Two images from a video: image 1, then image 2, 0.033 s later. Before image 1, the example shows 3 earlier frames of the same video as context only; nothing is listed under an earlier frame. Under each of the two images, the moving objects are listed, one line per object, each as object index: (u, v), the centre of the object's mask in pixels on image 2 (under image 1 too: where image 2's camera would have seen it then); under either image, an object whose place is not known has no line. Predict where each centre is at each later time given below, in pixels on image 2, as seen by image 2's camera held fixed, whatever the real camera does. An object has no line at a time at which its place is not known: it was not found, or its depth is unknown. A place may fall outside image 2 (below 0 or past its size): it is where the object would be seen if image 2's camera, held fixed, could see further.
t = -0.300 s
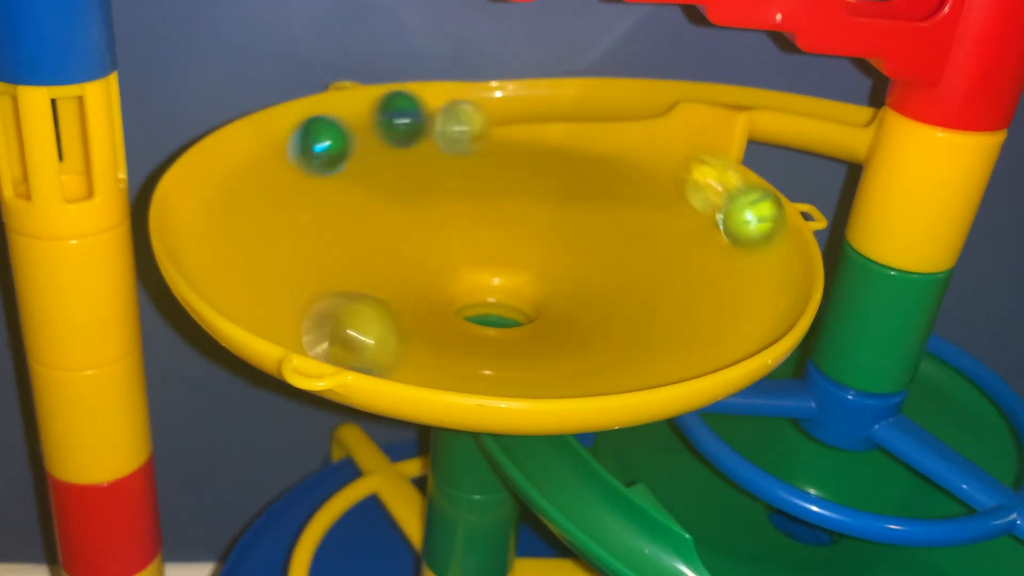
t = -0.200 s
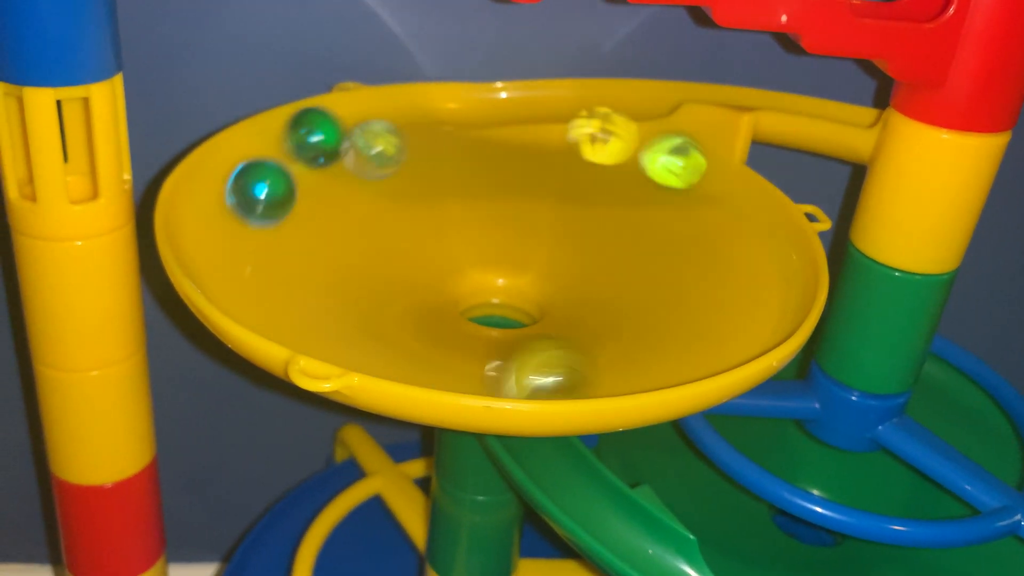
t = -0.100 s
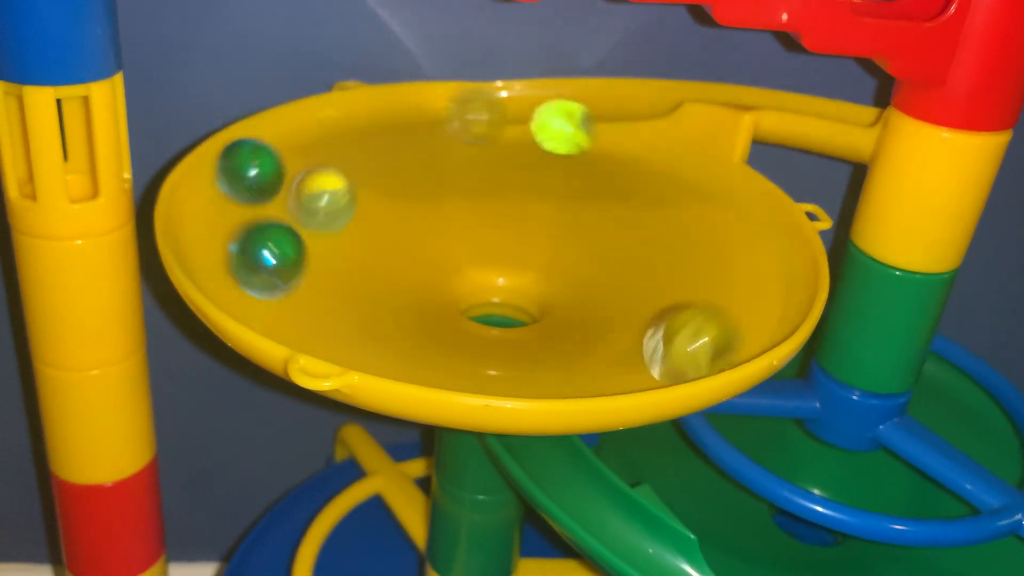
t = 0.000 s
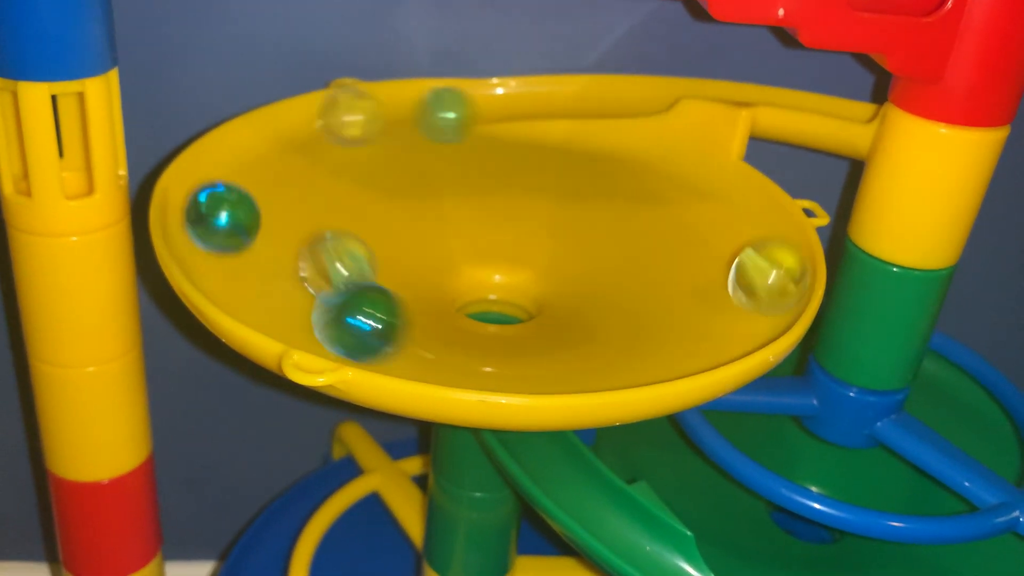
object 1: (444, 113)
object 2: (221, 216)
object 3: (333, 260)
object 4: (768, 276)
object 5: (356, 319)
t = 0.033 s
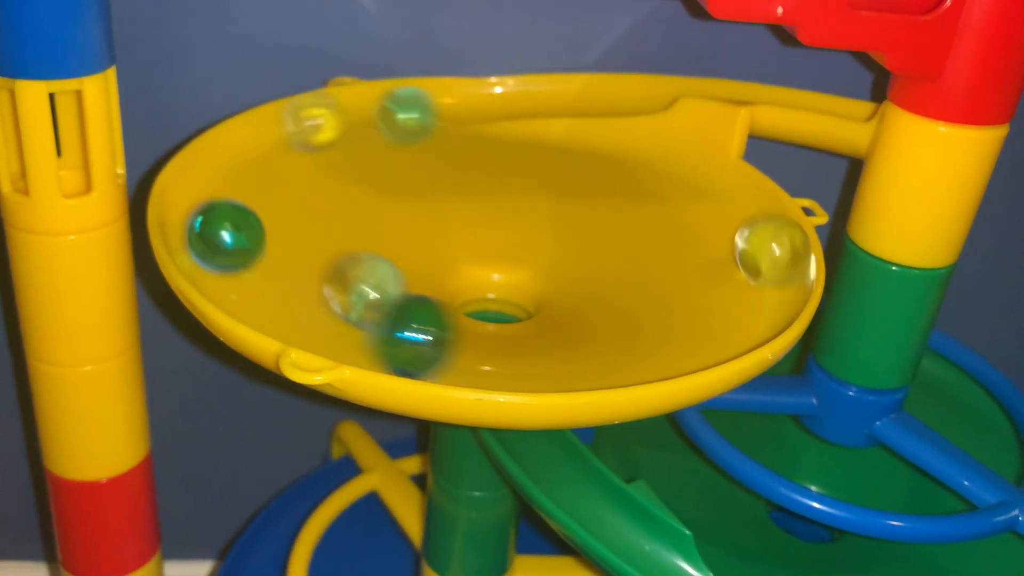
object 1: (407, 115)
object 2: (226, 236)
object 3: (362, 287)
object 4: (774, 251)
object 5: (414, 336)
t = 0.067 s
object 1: (371, 119)
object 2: (238, 257)
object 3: (405, 311)
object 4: (761, 228)
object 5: (473, 348)
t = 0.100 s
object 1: (338, 126)
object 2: (259, 277)
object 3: (460, 329)
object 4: (747, 209)
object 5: (536, 351)
